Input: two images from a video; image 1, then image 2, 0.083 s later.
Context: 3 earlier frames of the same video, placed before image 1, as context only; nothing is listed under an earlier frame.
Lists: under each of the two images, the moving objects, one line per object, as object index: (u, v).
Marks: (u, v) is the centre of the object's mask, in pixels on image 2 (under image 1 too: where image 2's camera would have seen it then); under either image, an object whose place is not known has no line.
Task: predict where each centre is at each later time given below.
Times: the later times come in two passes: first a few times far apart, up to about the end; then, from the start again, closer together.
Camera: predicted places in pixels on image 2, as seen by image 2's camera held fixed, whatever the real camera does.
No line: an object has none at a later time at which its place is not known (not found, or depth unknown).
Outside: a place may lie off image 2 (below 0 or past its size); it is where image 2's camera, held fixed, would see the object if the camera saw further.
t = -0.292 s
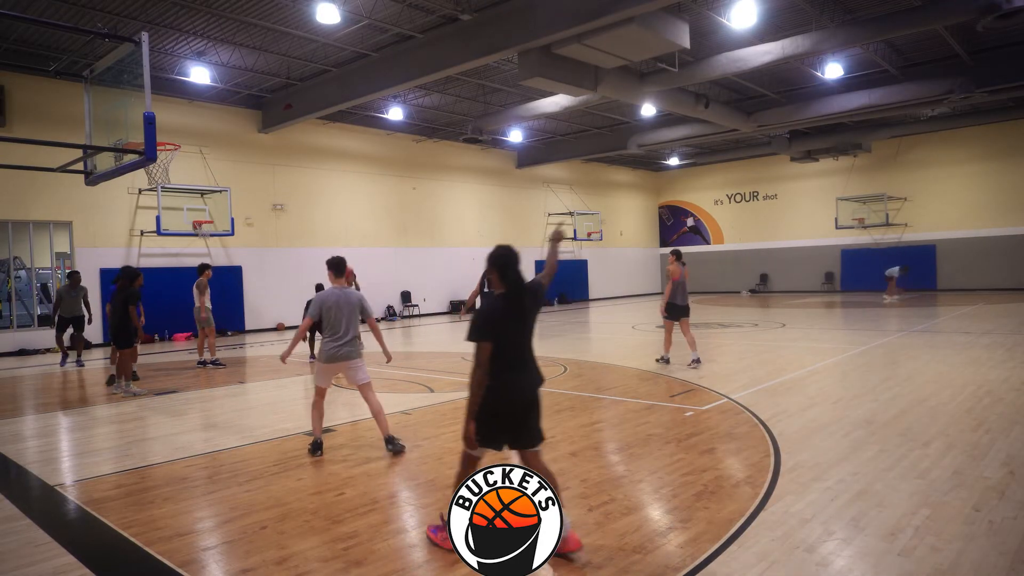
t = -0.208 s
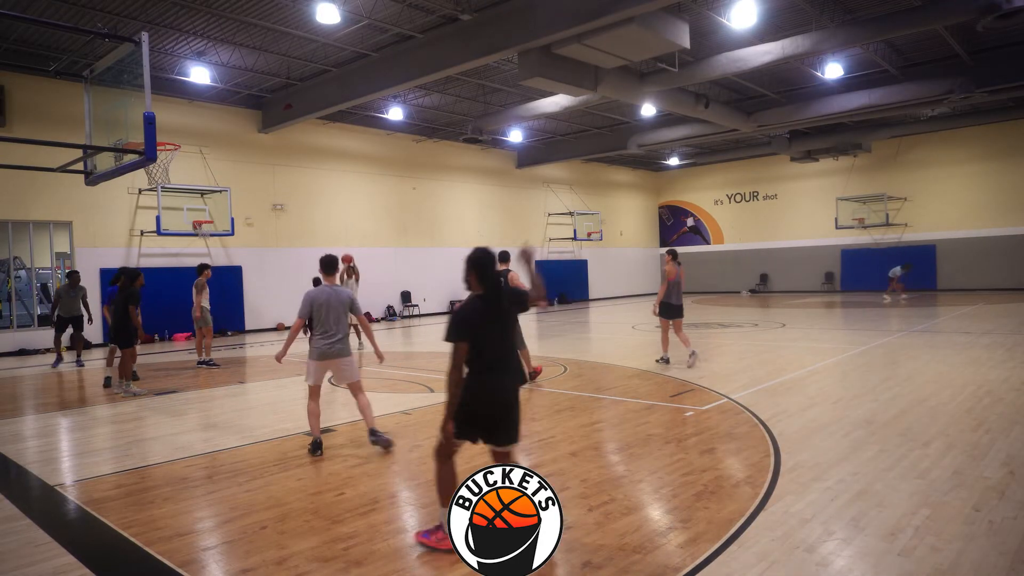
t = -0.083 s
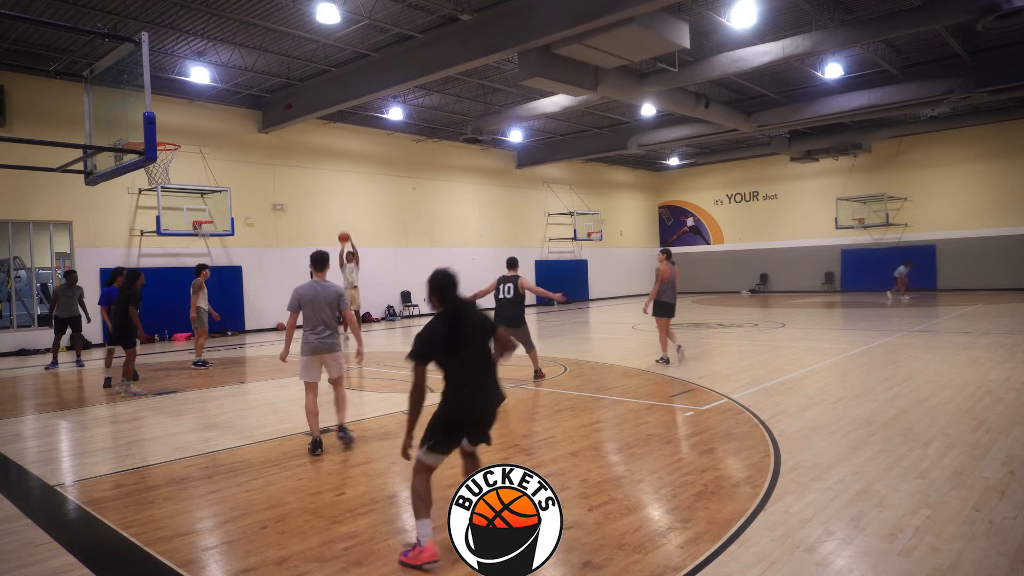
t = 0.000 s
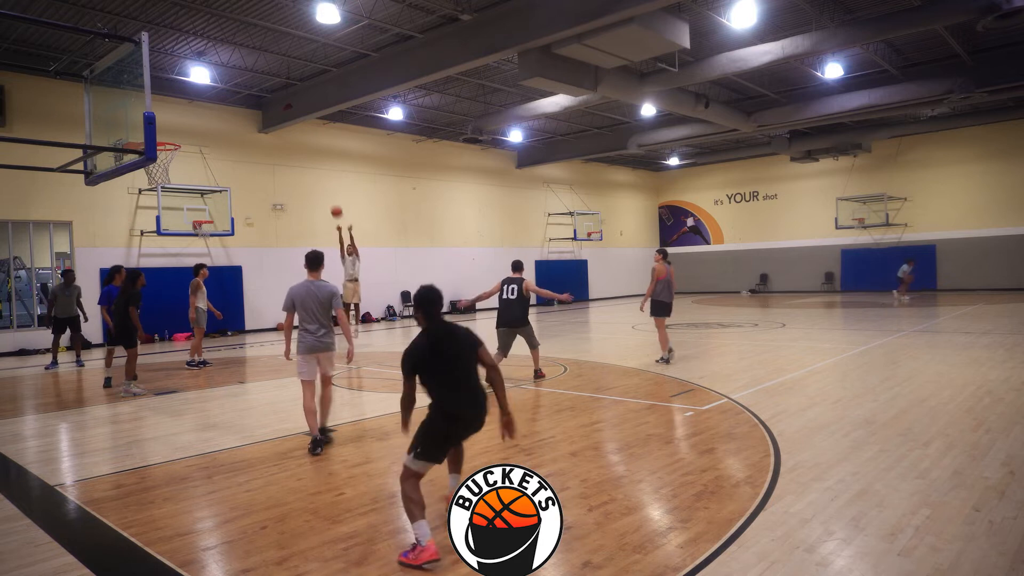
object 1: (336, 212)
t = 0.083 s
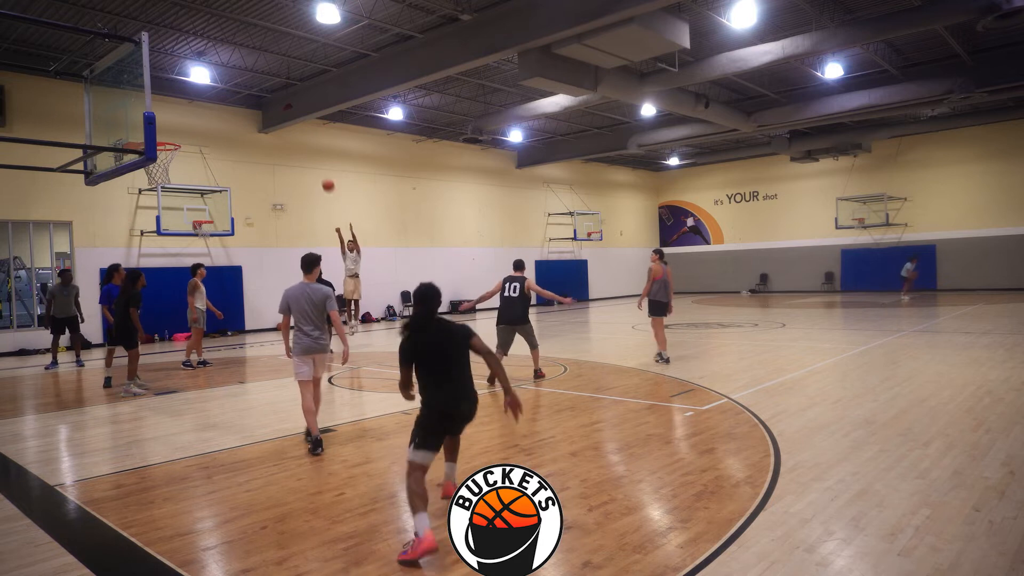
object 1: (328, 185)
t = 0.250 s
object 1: (310, 137)
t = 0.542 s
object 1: (275, 77)
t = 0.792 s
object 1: (238, 57)
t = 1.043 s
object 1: (192, 81)
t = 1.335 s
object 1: (174, 163)
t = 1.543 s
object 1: (185, 169)
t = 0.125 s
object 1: (324, 173)
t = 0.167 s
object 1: (319, 160)
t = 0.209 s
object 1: (314, 148)
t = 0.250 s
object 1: (310, 137)
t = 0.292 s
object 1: (305, 127)
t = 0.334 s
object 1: (301, 117)
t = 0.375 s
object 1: (296, 108)
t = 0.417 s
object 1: (290, 99)
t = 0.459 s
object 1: (286, 91)
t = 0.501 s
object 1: (280, 84)
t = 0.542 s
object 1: (275, 77)
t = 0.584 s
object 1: (270, 71)
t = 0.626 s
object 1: (263, 66)
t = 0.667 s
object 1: (257, 62)
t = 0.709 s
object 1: (251, 60)
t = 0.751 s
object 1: (245, 58)
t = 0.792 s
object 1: (238, 57)
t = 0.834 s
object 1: (231, 57)
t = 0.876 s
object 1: (223, 58)
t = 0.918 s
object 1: (216, 61)
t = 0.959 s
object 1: (211, 65)
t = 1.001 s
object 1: (201, 71)
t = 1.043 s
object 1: (192, 81)
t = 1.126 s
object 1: (175, 100)
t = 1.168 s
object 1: (166, 114)
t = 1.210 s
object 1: (161, 130)
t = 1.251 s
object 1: (159, 146)
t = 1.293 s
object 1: (166, 161)
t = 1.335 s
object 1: (174, 163)
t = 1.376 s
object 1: (177, 160)
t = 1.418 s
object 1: (179, 160)
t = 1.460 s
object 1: (181, 162)
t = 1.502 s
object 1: (183, 164)
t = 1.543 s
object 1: (185, 169)
